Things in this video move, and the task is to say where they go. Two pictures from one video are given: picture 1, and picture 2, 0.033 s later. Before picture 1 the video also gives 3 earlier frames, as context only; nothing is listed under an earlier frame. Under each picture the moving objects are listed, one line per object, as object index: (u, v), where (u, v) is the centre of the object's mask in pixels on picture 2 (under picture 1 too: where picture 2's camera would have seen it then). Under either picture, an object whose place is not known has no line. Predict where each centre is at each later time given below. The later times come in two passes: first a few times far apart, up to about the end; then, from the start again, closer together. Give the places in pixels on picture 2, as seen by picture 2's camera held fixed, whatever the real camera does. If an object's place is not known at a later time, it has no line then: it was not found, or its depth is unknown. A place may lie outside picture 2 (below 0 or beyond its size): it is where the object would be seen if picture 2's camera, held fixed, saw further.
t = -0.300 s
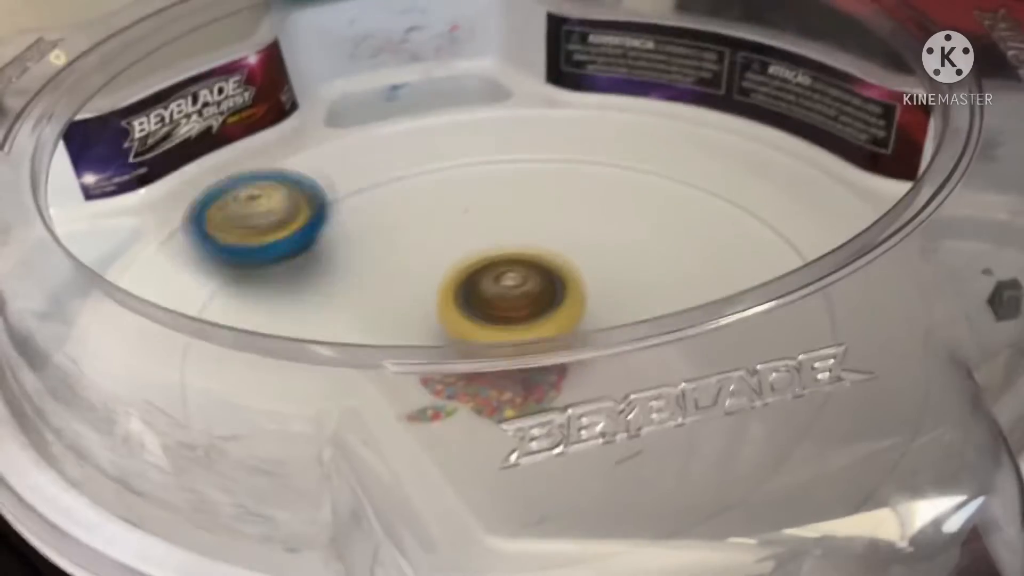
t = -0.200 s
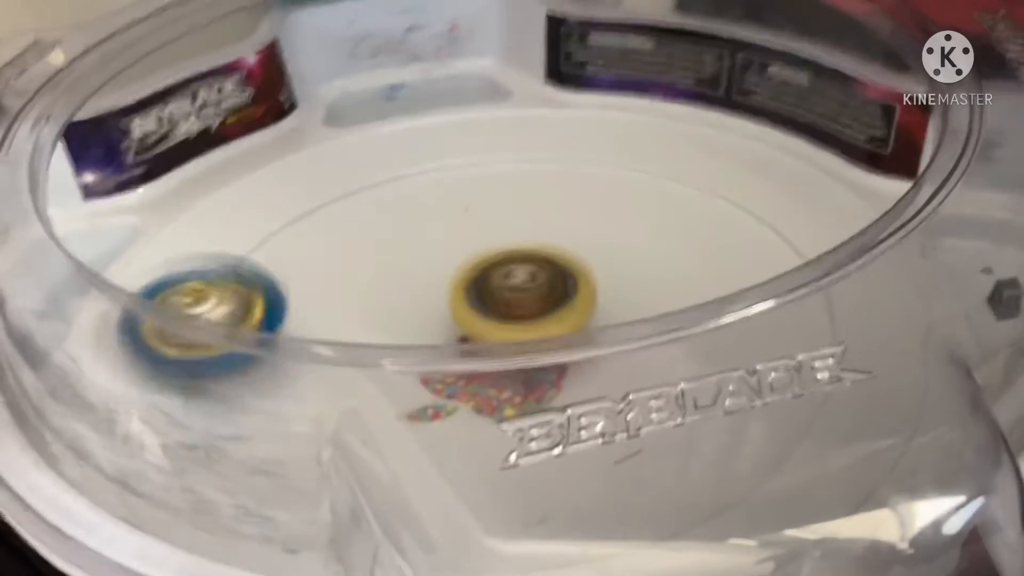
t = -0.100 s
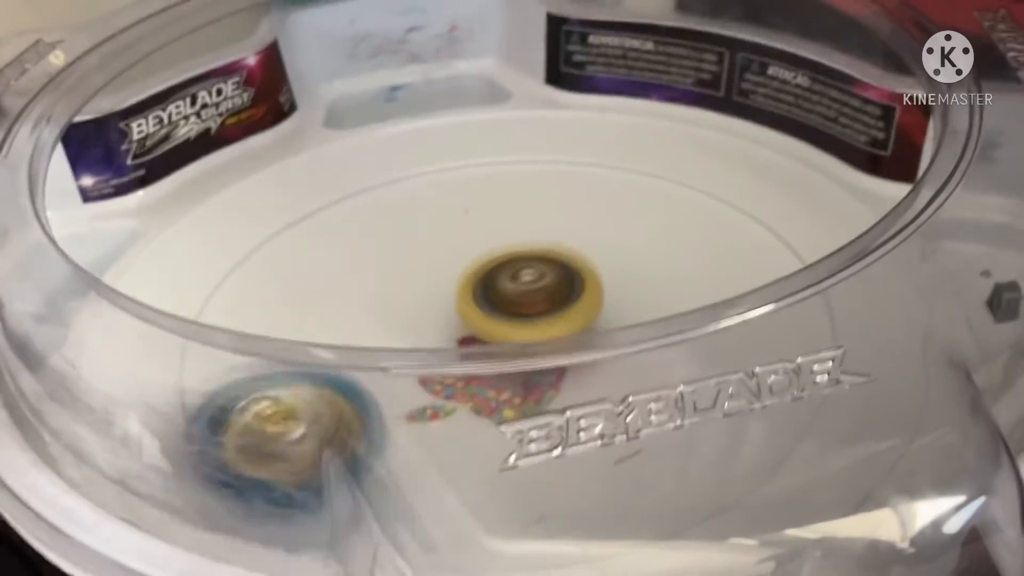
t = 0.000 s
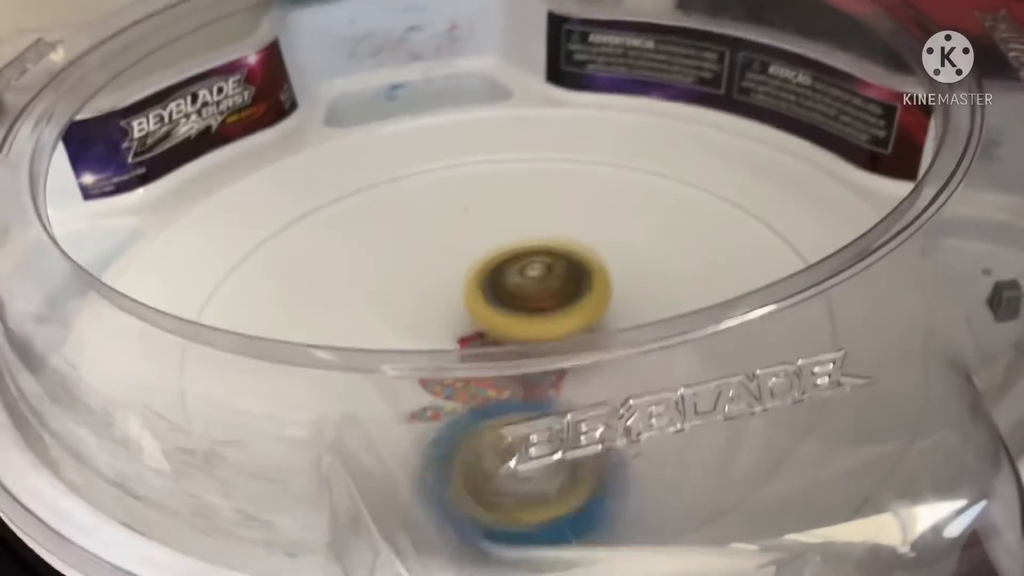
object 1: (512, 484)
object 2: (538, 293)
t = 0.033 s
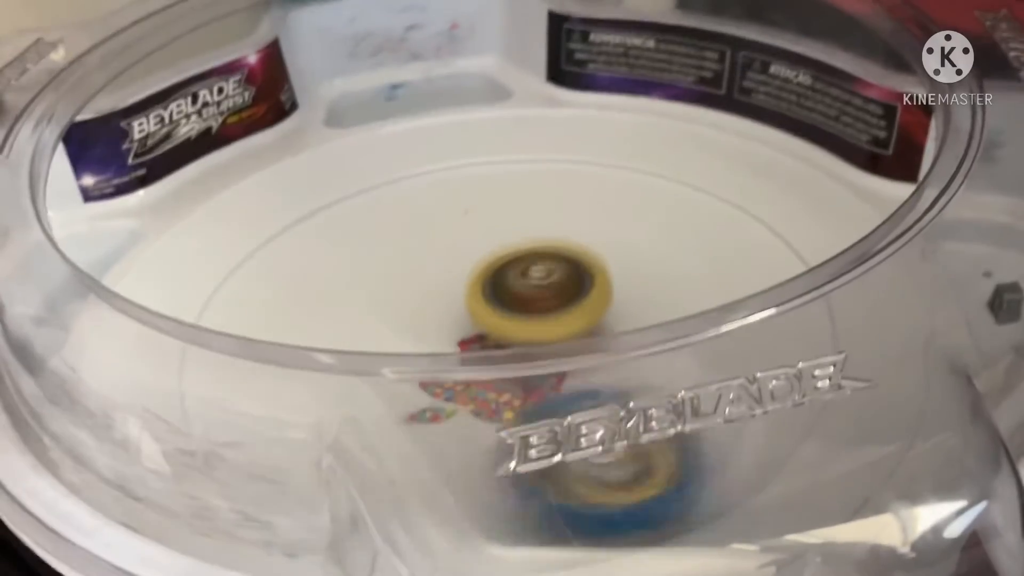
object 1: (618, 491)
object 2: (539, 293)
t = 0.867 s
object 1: (526, 491)
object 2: (492, 297)
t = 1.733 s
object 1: (414, 473)
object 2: (477, 305)
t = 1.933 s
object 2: (482, 302)
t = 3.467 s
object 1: (272, 340)
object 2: (526, 289)
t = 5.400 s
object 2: (514, 300)
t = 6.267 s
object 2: (501, 306)
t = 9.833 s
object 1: (327, 260)
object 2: (540, 342)
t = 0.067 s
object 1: (692, 442)
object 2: (542, 292)
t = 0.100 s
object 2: (541, 290)
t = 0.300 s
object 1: (713, 162)
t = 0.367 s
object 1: (593, 133)
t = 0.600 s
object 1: (217, 267)
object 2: (520, 292)
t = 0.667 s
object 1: (201, 357)
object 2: (512, 293)
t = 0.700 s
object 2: (508, 293)
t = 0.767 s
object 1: (306, 473)
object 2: (502, 294)
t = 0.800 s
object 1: (370, 485)
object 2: (500, 297)
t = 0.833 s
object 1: (447, 493)
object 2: (496, 297)
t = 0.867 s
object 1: (526, 491)
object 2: (492, 297)
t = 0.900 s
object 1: (618, 492)
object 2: (489, 300)
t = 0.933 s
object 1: (676, 453)
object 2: (485, 300)
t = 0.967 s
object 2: (482, 302)
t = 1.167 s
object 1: (668, 170)
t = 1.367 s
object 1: (353, 163)
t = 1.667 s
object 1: (283, 448)
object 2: (474, 309)
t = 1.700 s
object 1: (337, 470)
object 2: (476, 308)
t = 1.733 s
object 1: (414, 473)
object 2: (477, 305)
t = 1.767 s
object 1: (466, 482)
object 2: (477, 306)
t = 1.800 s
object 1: (533, 478)
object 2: (478, 304)
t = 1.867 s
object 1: (640, 378)
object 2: (481, 301)
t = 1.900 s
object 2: (480, 303)
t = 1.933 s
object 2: (482, 302)
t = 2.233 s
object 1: (411, 153)
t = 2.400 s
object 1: (229, 245)
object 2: (510, 285)
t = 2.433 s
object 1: (214, 274)
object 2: (512, 288)
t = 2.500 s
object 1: (208, 329)
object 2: (513, 287)
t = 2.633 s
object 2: (517, 282)
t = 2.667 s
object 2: (516, 283)
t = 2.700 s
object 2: (518, 283)
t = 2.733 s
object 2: (525, 285)
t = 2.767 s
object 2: (525, 287)
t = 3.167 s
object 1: (406, 154)
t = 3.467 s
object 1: (272, 340)
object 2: (526, 289)
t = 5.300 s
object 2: (510, 301)
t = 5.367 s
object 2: (512, 300)
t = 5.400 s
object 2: (514, 300)
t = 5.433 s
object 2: (516, 300)
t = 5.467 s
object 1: (563, 499)
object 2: (517, 300)
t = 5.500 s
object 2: (517, 301)
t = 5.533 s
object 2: (517, 300)
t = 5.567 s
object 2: (517, 299)
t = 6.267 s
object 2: (501, 306)
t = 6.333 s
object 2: (502, 304)
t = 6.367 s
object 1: (360, 456)
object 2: (501, 308)
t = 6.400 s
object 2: (500, 306)
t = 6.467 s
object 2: (500, 306)
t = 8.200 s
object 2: (521, 290)
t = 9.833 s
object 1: (327, 260)
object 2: (540, 342)
